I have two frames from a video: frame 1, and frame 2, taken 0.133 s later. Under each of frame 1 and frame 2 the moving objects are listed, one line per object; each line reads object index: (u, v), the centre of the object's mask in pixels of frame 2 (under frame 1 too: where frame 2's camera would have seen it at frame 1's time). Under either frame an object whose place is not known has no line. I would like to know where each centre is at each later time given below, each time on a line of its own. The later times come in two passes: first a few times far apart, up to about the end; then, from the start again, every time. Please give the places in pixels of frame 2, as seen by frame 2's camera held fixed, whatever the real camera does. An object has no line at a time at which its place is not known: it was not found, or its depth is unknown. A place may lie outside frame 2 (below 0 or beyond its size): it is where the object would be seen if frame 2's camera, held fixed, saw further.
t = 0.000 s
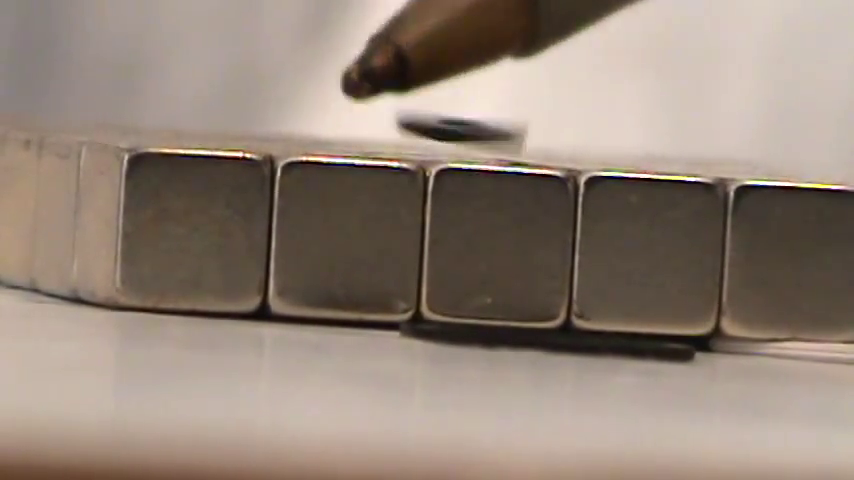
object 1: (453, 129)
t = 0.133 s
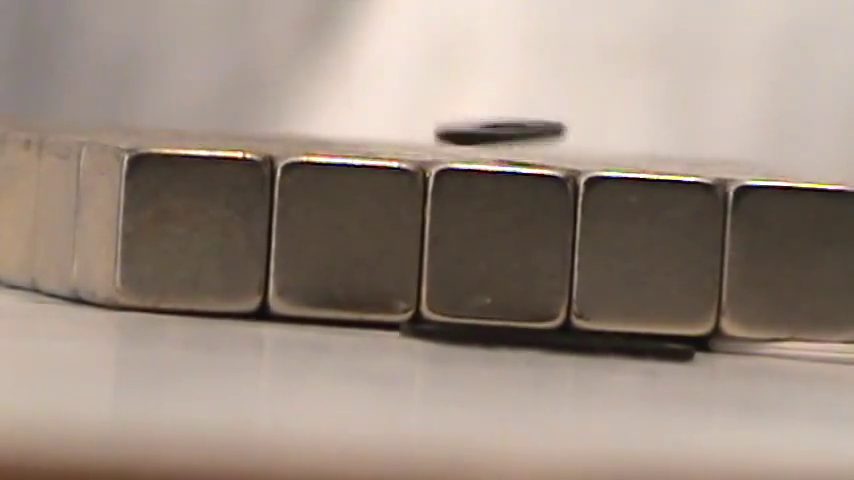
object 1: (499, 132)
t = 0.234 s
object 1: (459, 130)
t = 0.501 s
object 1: (478, 130)
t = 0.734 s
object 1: (472, 129)
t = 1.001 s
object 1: (466, 129)
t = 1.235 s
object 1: (477, 130)
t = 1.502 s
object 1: (467, 128)
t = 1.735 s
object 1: (491, 134)
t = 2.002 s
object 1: (479, 132)
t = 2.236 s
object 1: (482, 132)
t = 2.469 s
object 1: (490, 132)
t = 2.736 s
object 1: (465, 131)
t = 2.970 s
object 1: (483, 131)
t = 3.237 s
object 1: (485, 132)
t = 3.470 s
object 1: (469, 132)
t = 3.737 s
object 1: (491, 134)
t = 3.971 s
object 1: (487, 133)
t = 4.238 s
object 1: (473, 132)
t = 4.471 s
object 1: (470, 132)
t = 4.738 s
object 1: (488, 133)
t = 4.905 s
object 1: (476, 133)
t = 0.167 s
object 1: (480, 125)
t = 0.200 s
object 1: (459, 127)
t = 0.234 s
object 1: (459, 130)
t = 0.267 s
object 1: (467, 128)
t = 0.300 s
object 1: (480, 127)
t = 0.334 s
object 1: (491, 129)
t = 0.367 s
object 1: (495, 127)
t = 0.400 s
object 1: (495, 130)
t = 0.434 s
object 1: (490, 128)
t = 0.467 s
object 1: (481, 127)
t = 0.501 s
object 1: (478, 130)
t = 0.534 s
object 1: (474, 130)
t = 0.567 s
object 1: (480, 125)
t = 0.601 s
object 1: (483, 133)
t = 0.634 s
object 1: (481, 131)
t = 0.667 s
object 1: (472, 125)
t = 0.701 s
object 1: (469, 129)
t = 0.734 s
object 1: (472, 129)
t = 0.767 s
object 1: (480, 126)
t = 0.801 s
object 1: (486, 129)
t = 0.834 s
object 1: (499, 130)
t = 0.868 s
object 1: (497, 134)
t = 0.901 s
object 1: (492, 129)
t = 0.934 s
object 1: (481, 128)
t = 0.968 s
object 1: (470, 133)
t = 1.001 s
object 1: (466, 129)
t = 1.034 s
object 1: (467, 129)
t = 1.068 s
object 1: (479, 130)
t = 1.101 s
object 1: (486, 133)
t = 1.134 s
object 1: (494, 131)
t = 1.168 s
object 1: (490, 129)
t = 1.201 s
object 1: (486, 134)
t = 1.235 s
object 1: (477, 130)
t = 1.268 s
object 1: (474, 127)
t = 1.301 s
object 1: (473, 132)
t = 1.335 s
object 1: (473, 129)
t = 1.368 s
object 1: (472, 129)
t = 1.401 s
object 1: (472, 131)
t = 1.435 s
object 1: (474, 129)
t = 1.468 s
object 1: (473, 133)
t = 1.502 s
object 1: (467, 128)
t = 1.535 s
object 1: (464, 130)
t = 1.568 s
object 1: (472, 130)
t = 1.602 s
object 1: (483, 131)
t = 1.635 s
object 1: (498, 132)
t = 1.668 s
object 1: (500, 130)
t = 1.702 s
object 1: (493, 131)
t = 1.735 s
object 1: (491, 134)
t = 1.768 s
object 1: (494, 130)
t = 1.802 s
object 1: (493, 132)
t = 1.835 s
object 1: (488, 133)
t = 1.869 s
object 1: (479, 131)
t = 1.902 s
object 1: (471, 133)
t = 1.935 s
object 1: (466, 129)
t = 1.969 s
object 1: (470, 132)
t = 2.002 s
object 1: (479, 132)
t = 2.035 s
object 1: (491, 131)
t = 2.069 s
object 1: (497, 134)
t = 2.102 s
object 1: (497, 130)
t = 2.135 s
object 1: (495, 134)
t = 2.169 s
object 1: (493, 132)
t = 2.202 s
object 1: (490, 131)
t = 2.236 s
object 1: (482, 132)
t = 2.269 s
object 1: (473, 131)
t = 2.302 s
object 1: (470, 130)
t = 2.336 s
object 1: (472, 131)
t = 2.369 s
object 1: (477, 130)
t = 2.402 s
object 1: (483, 134)
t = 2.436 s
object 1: (489, 131)
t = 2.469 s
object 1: (490, 132)
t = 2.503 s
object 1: (491, 135)
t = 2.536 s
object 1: (490, 131)
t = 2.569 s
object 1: (491, 134)
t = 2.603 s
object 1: (489, 132)
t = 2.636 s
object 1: (480, 133)
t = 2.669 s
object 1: (472, 133)
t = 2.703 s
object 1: (467, 132)
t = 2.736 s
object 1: (465, 131)
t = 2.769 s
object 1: (470, 134)
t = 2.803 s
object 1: (475, 132)
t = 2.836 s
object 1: (479, 132)
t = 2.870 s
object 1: (482, 134)
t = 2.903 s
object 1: (485, 133)
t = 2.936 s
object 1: (486, 133)
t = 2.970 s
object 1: (483, 131)
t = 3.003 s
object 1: (482, 133)
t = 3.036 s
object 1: (477, 134)
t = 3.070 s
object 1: (473, 130)
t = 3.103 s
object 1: (470, 133)
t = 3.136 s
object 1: (472, 132)
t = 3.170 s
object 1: (477, 133)
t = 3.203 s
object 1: (482, 132)
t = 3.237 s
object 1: (485, 132)
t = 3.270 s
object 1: (486, 134)
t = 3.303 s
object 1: (484, 132)
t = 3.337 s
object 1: (481, 132)
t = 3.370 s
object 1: (477, 133)
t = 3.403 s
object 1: (475, 132)
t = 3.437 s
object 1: (471, 132)
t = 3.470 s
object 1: (469, 132)
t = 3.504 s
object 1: (469, 132)
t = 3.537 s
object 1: (472, 132)
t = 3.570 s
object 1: (474, 131)
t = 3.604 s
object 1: (477, 133)
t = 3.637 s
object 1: (480, 133)
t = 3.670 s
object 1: (486, 132)
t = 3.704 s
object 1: (490, 133)
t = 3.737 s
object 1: (491, 134)
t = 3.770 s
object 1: (488, 133)
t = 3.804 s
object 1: (484, 132)
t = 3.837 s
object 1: (478, 132)
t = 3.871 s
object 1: (474, 132)
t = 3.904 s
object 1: (475, 133)
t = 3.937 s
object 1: (480, 132)
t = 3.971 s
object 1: (487, 133)
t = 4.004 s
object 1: (491, 134)
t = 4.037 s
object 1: (491, 132)
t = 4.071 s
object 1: (484, 133)
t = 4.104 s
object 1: (476, 132)
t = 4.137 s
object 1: (470, 131)
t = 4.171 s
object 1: (468, 131)
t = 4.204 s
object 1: (471, 132)
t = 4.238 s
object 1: (473, 132)
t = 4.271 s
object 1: (477, 132)
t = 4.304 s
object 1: (477, 132)
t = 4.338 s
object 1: (474, 132)
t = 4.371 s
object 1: (471, 132)
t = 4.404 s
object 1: (468, 130)
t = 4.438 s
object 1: (467, 133)
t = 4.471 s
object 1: (470, 132)
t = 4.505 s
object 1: (473, 131)
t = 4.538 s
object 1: (476, 132)
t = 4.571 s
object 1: (477, 132)
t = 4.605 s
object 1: (477, 132)
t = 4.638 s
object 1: (476, 132)
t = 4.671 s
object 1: (477, 133)
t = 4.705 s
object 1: (482, 133)
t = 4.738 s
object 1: (488, 133)
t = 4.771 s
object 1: (491, 133)
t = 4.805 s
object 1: (490, 133)
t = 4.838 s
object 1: (485, 134)
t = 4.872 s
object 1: (480, 131)
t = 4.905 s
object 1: (476, 133)
